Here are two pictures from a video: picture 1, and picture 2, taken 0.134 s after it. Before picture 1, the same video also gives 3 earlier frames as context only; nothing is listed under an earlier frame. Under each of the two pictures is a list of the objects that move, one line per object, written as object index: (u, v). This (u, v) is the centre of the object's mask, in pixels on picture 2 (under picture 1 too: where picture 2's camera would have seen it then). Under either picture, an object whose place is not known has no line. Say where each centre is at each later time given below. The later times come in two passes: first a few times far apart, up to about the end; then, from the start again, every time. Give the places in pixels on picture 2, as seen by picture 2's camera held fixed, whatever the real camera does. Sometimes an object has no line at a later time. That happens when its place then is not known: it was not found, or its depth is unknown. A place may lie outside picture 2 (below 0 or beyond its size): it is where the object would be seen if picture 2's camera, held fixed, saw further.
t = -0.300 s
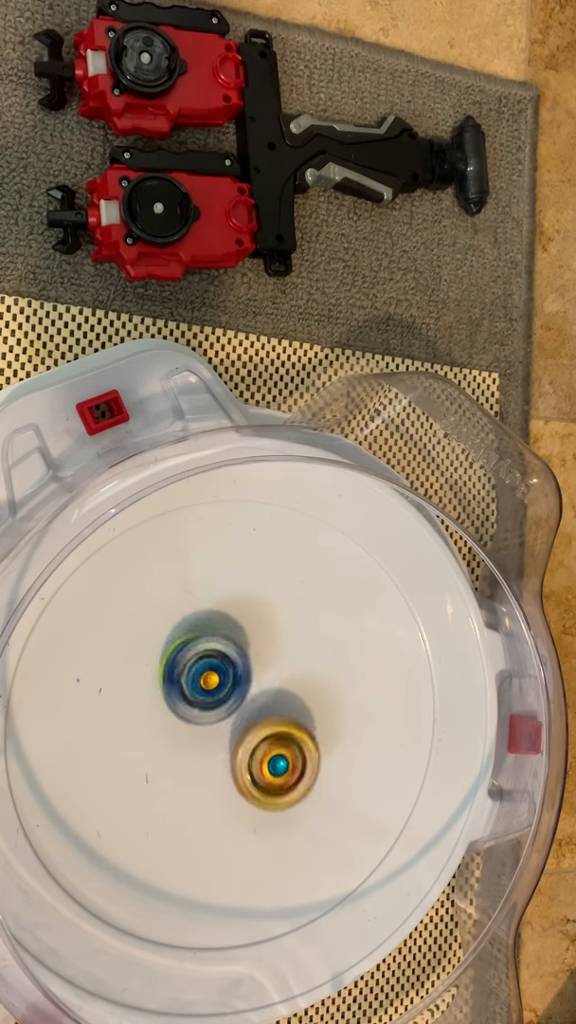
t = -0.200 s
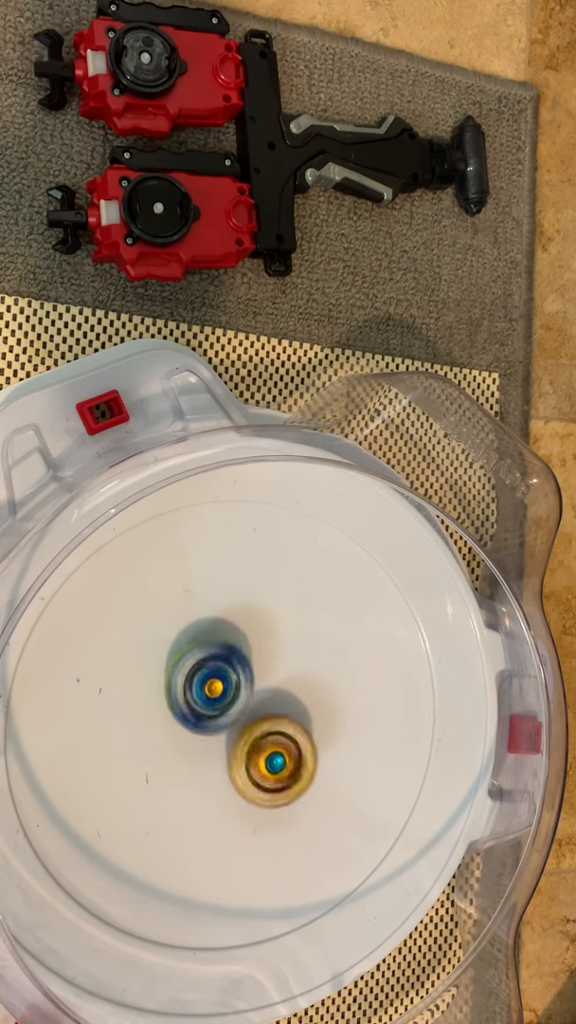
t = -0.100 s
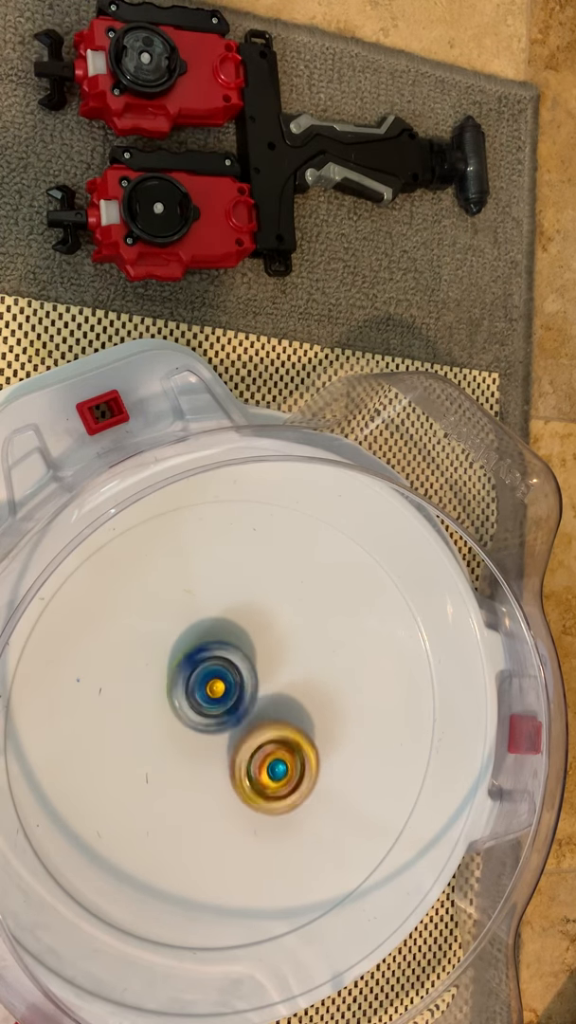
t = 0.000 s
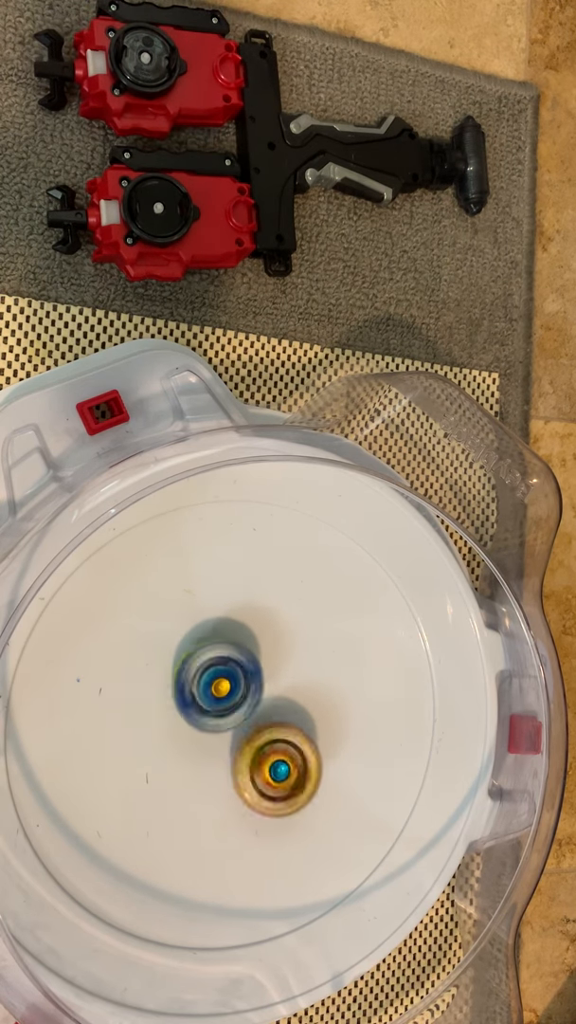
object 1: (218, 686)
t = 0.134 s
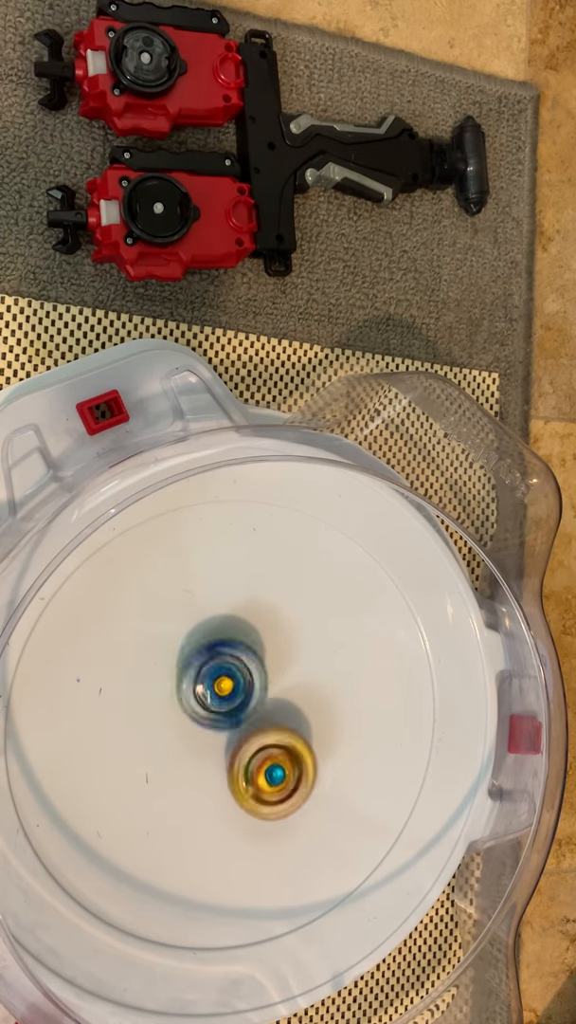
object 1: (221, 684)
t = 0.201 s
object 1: (216, 674)
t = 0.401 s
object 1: (211, 671)
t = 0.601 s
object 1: (211, 675)
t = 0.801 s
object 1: (214, 672)
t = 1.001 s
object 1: (216, 675)
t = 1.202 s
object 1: (219, 666)
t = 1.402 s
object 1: (222, 658)
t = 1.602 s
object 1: (230, 672)
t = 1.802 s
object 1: (236, 666)
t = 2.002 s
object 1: (234, 672)
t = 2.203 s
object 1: (232, 677)
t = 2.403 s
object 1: (219, 660)
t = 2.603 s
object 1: (215, 676)
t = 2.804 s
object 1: (211, 676)
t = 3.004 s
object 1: (217, 685)
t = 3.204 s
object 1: (227, 680)
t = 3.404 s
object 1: (229, 678)
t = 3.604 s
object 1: (224, 672)
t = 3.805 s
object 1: (219, 680)
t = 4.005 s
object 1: (219, 690)
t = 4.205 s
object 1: (218, 697)
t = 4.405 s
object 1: (213, 690)
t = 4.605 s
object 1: (206, 689)
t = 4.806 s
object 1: (210, 689)
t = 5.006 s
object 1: (206, 682)
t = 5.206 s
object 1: (215, 677)
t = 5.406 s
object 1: (202, 678)
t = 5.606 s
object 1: (214, 691)
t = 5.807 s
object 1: (231, 686)
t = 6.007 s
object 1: (211, 668)
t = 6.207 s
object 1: (207, 674)
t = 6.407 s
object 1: (202, 691)
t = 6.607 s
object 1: (197, 681)
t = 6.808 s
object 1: (181, 686)
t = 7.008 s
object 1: (193, 704)
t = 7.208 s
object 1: (199, 713)
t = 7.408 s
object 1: (198, 705)
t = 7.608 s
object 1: (207, 707)
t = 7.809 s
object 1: (204, 693)
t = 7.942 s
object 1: (208, 693)
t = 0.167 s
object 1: (218, 677)
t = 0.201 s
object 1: (216, 674)
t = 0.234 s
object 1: (216, 671)
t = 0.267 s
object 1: (215, 670)
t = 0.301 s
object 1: (214, 670)
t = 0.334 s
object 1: (213, 669)
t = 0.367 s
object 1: (212, 669)
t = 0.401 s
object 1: (211, 671)
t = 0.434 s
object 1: (211, 673)
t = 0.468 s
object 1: (211, 674)
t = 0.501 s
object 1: (212, 679)
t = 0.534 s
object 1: (212, 680)
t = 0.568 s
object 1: (210, 678)
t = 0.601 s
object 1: (211, 675)
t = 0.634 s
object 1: (212, 676)
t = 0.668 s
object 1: (214, 676)
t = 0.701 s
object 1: (216, 681)
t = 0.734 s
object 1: (218, 682)
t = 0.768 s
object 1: (215, 676)
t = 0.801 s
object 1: (214, 672)
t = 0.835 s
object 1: (214, 669)
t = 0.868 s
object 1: (214, 669)
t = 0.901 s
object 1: (215, 669)
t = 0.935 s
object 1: (215, 671)
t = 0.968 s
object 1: (215, 672)
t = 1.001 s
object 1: (216, 675)
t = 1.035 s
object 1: (217, 677)
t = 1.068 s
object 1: (219, 680)
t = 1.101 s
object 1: (221, 682)
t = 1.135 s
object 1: (223, 684)
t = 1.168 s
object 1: (220, 673)
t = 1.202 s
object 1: (219, 666)
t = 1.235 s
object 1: (220, 663)
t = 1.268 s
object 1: (222, 661)
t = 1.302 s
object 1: (222, 659)
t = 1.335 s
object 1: (222, 659)
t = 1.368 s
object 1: (222, 658)
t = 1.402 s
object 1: (222, 658)
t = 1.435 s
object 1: (223, 659)
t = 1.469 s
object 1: (223, 661)
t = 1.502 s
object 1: (224, 663)
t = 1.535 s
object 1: (226, 666)
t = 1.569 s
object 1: (227, 668)
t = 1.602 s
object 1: (230, 672)
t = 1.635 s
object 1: (230, 671)
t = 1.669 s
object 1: (230, 670)
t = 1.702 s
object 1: (231, 667)
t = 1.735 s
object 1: (232, 667)
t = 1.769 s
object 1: (235, 666)
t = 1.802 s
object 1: (236, 666)
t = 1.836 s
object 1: (237, 666)
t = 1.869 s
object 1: (237, 668)
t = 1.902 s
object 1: (237, 670)
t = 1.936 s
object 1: (237, 671)
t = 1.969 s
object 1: (235, 671)
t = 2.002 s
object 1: (234, 672)
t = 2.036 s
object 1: (234, 674)
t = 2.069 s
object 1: (234, 677)
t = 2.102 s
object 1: (233, 676)
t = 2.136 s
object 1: (232, 675)
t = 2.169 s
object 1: (232, 675)
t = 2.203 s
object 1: (232, 677)
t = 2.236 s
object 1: (232, 679)
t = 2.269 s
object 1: (228, 674)
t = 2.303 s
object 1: (226, 665)
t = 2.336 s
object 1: (223, 662)
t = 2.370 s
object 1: (221, 661)
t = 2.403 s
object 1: (219, 660)
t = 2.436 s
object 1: (218, 661)
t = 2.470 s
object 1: (216, 663)
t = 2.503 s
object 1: (215, 666)
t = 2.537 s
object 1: (214, 668)
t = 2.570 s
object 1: (214, 672)
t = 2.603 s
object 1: (215, 676)
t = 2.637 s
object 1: (212, 676)
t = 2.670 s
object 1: (210, 676)
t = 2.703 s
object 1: (210, 677)
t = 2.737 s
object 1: (208, 675)
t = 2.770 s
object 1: (209, 675)
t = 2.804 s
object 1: (211, 676)
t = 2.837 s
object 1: (212, 678)
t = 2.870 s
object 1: (213, 680)
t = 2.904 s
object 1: (215, 683)
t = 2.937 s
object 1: (216, 684)
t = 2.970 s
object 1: (218, 685)
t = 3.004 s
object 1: (217, 685)
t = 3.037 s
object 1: (221, 687)
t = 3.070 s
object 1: (224, 688)
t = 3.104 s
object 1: (224, 685)
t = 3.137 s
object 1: (224, 683)
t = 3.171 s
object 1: (225, 683)
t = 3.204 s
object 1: (227, 680)
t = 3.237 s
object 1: (227, 678)
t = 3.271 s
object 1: (227, 677)
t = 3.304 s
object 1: (228, 677)
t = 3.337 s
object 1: (231, 680)
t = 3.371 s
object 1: (231, 679)
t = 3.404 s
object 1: (229, 678)
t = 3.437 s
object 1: (228, 677)
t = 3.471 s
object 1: (229, 675)
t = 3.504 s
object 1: (227, 673)
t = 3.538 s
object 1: (226, 670)
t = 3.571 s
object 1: (225, 671)
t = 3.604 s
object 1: (224, 672)
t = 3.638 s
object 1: (224, 672)
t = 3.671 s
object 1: (224, 674)
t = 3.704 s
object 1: (221, 675)
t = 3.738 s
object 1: (218, 676)
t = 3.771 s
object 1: (218, 678)
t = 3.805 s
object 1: (219, 680)
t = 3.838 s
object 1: (221, 683)
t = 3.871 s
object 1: (220, 684)
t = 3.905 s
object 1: (216, 682)
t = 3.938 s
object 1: (216, 685)
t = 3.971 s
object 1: (218, 688)
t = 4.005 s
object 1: (219, 690)
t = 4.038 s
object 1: (221, 691)
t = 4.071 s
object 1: (223, 694)
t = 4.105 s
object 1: (221, 696)
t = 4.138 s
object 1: (219, 696)
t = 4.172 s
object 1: (218, 694)
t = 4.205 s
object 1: (218, 697)
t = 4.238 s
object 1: (218, 698)
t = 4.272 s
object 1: (217, 694)
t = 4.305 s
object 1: (216, 693)
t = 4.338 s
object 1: (212, 692)
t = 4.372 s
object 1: (210, 691)
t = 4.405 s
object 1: (213, 690)
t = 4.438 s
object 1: (213, 691)
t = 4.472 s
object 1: (212, 691)
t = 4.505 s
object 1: (213, 690)
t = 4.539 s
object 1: (212, 692)
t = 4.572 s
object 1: (210, 693)
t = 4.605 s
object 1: (206, 689)
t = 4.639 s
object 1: (206, 691)
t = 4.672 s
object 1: (207, 691)
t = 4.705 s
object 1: (209, 689)
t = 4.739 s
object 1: (209, 689)
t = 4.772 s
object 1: (209, 690)
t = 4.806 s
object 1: (210, 689)
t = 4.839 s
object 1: (213, 692)
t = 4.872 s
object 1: (213, 679)
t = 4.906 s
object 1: (207, 685)
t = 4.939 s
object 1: (207, 685)
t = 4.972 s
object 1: (206, 682)
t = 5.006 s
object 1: (206, 682)
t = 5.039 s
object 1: (205, 683)
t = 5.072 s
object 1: (206, 684)
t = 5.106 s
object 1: (209, 682)
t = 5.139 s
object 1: (211, 675)
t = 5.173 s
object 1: (210, 682)
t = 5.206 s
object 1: (215, 677)
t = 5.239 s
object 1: (217, 677)
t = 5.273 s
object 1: (209, 681)
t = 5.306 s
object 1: (204, 681)
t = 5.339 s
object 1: (202, 677)
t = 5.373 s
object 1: (202, 676)
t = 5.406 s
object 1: (202, 678)
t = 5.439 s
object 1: (204, 678)
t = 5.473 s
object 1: (205, 681)
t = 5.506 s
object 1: (207, 682)
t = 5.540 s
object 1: (208, 686)
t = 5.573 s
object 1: (210, 689)
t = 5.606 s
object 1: (214, 691)
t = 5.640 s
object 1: (220, 684)
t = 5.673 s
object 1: (223, 685)
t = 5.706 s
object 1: (224, 691)
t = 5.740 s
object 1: (229, 689)
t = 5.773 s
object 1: (230, 685)
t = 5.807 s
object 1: (231, 686)
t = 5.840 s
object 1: (226, 680)
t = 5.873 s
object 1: (223, 673)
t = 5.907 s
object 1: (219, 670)
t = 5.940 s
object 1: (216, 667)
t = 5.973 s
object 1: (213, 667)
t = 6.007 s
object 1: (211, 668)
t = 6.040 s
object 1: (208, 670)
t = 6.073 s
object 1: (207, 675)
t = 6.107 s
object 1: (207, 676)
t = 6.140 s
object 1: (210, 682)
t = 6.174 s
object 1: (208, 672)
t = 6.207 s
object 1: (207, 674)
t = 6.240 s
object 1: (207, 683)
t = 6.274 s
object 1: (207, 675)
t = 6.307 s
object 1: (206, 675)
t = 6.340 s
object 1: (203, 676)
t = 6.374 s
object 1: (204, 689)
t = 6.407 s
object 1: (202, 691)
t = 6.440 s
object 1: (204, 691)
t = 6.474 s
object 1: (205, 679)
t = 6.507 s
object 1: (204, 689)
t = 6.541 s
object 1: (204, 676)
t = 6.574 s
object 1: (200, 673)
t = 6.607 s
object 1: (197, 681)
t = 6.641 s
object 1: (195, 685)
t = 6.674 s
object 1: (193, 690)
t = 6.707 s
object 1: (194, 689)
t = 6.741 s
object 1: (191, 687)
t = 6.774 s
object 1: (185, 684)
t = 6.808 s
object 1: (181, 686)
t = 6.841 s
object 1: (180, 688)
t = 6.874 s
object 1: (179, 689)
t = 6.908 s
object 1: (181, 694)
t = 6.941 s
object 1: (185, 698)
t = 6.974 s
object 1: (188, 700)
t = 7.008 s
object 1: (193, 704)
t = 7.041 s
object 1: (198, 707)
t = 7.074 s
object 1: (191, 704)
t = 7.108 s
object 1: (191, 709)
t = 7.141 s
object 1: (193, 710)
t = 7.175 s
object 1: (194, 711)
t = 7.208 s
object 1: (199, 713)
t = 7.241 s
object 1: (203, 709)
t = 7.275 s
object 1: (206, 708)
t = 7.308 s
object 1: (204, 706)
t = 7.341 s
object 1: (202, 704)
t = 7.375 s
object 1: (199, 703)
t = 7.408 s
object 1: (198, 705)
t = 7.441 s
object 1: (199, 706)
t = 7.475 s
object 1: (200, 708)
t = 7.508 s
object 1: (204, 709)
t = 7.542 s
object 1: (207, 710)
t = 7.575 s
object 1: (207, 709)
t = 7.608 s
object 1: (207, 707)
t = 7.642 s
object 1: (206, 702)
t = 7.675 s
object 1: (203, 697)
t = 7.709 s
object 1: (202, 692)
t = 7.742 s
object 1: (202, 690)
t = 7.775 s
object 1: (203, 691)
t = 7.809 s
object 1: (204, 693)
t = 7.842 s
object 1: (206, 694)
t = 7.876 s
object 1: (206, 694)
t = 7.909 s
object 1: (207, 693)
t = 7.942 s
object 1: (208, 693)
